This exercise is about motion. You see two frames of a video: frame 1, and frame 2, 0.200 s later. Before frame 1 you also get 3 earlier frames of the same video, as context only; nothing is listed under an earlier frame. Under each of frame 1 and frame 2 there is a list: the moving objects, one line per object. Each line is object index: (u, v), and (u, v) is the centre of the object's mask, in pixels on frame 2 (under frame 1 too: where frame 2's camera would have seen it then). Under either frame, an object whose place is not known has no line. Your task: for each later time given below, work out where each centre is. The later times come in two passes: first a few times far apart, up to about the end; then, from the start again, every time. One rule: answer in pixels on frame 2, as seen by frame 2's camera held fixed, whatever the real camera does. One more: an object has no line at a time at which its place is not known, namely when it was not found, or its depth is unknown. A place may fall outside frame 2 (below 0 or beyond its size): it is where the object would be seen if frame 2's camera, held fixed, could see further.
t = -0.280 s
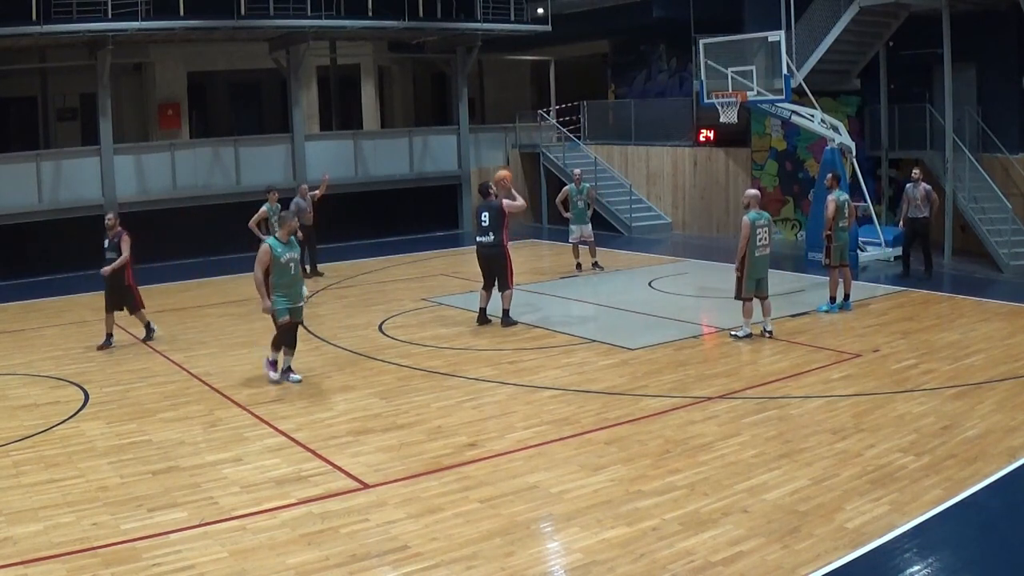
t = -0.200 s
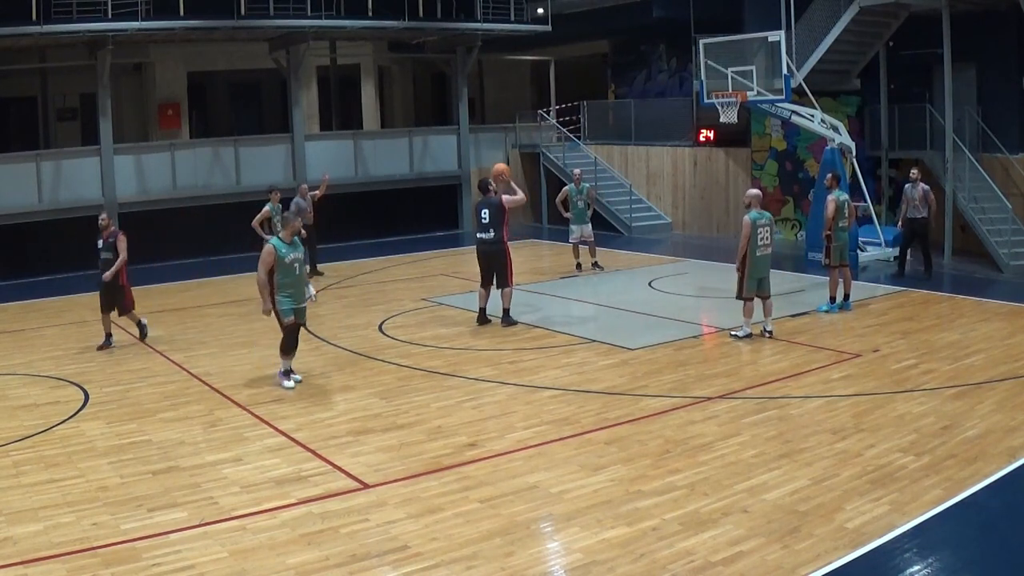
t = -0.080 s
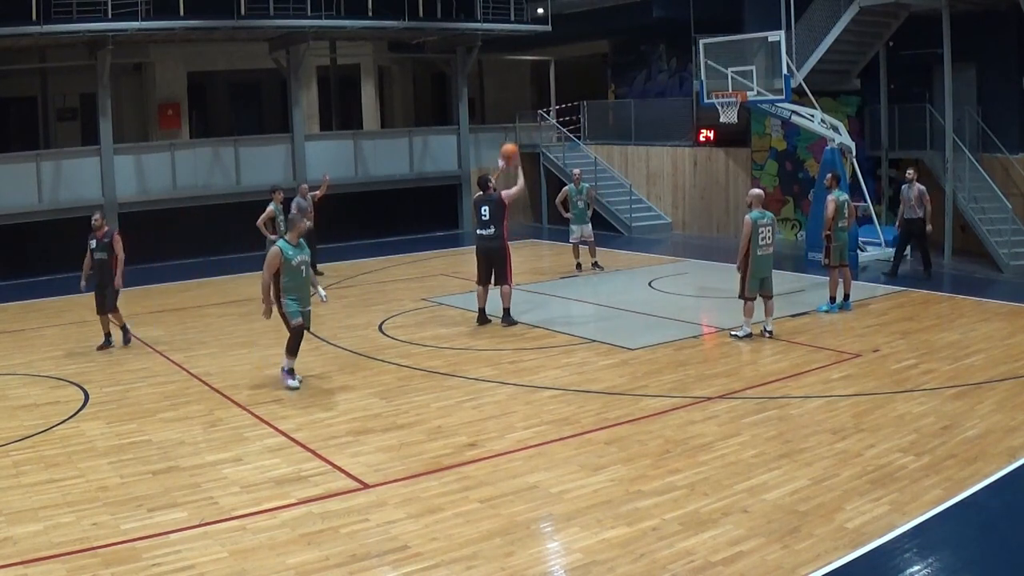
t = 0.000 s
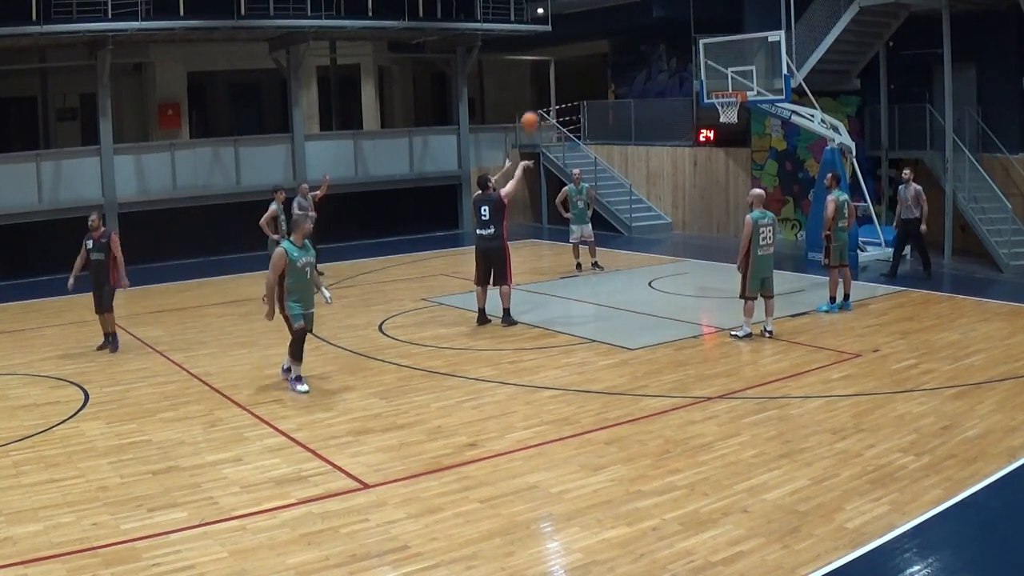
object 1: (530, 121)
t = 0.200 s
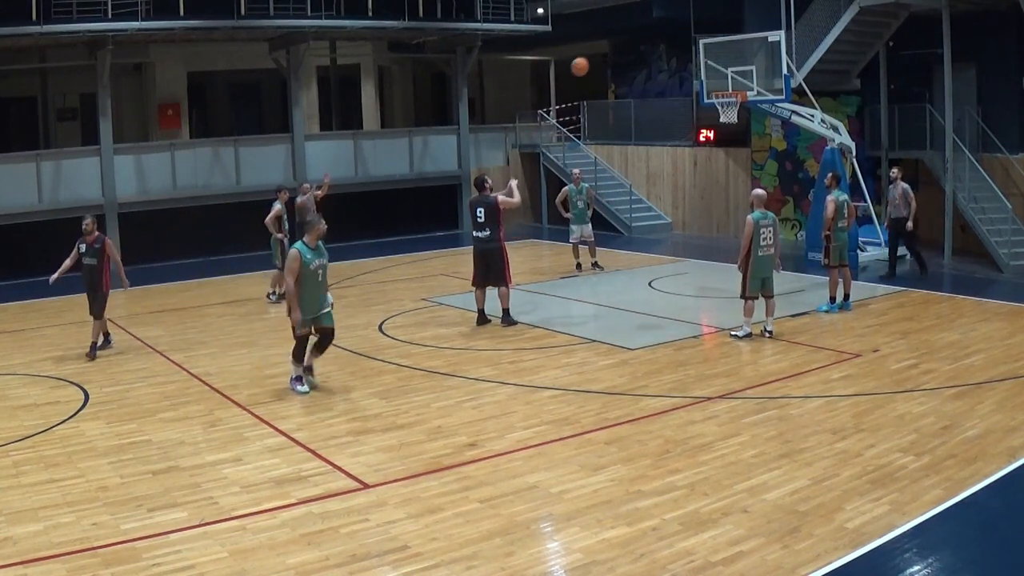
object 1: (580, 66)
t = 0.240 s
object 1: (589, 59)
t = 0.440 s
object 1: (636, 40)
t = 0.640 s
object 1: (679, 48)
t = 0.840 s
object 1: (720, 78)
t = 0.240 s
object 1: (589, 59)
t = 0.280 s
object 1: (599, 53)
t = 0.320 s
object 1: (608, 48)
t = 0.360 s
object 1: (618, 44)
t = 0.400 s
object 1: (627, 42)
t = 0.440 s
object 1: (636, 40)
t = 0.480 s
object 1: (645, 40)
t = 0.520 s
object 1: (653, 40)
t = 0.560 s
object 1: (662, 42)
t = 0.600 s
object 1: (671, 45)
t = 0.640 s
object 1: (679, 48)
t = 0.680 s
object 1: (688, 53)
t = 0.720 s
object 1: (696, 58)
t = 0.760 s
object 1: (704, 64)
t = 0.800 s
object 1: (712, 71)
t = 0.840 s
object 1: (720, 78)
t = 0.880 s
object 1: (728, 87)
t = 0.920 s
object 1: (734, 99)
